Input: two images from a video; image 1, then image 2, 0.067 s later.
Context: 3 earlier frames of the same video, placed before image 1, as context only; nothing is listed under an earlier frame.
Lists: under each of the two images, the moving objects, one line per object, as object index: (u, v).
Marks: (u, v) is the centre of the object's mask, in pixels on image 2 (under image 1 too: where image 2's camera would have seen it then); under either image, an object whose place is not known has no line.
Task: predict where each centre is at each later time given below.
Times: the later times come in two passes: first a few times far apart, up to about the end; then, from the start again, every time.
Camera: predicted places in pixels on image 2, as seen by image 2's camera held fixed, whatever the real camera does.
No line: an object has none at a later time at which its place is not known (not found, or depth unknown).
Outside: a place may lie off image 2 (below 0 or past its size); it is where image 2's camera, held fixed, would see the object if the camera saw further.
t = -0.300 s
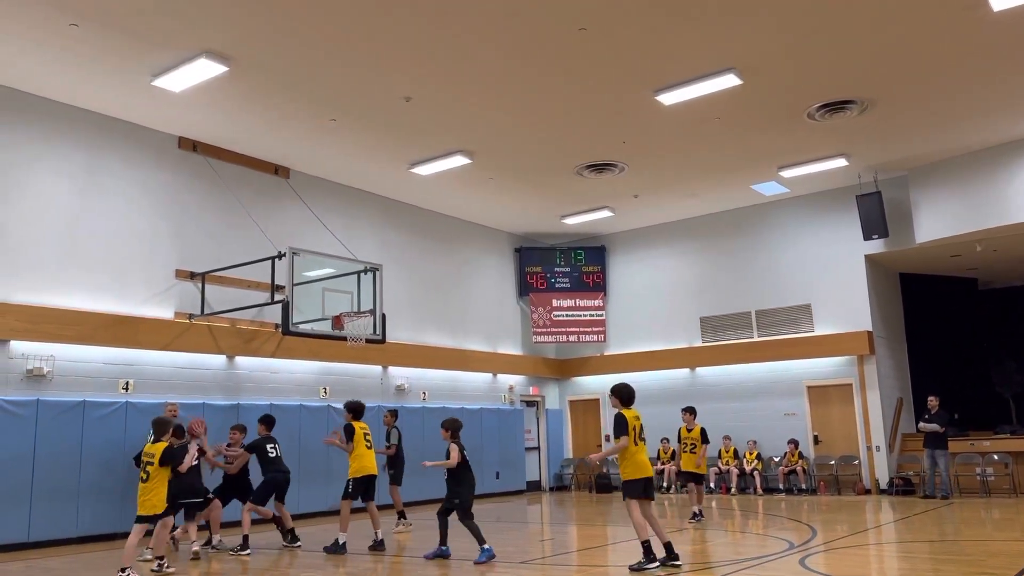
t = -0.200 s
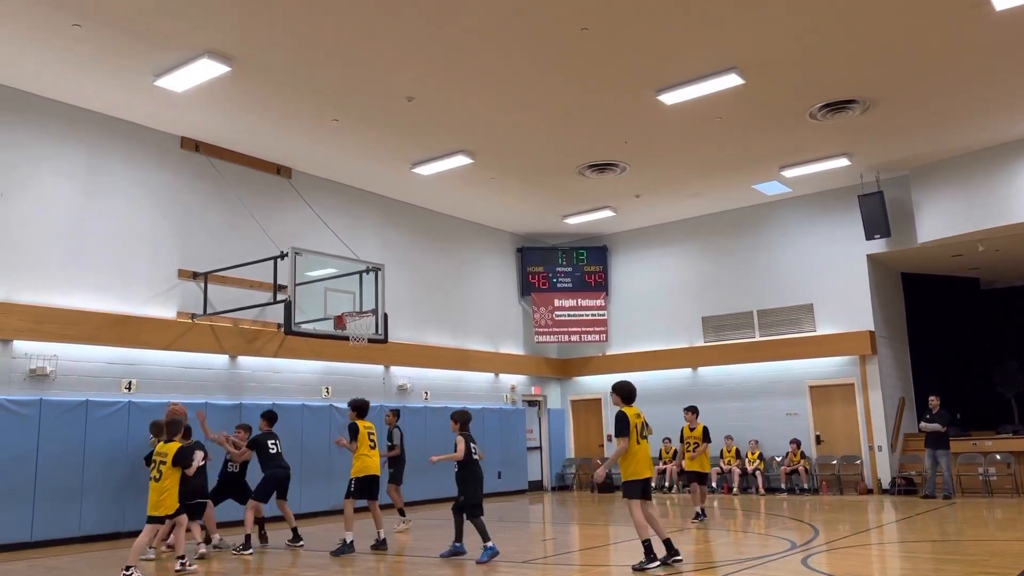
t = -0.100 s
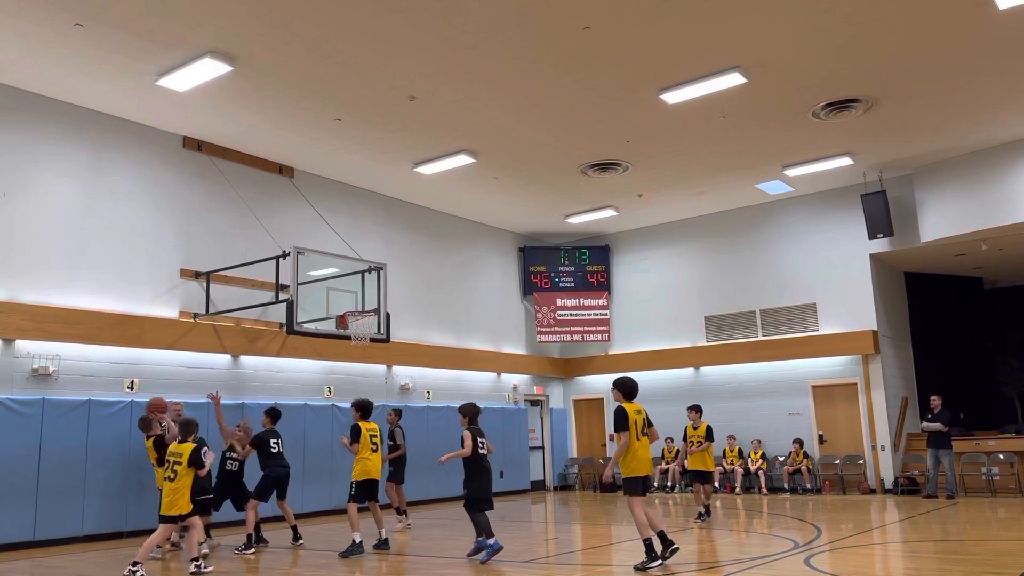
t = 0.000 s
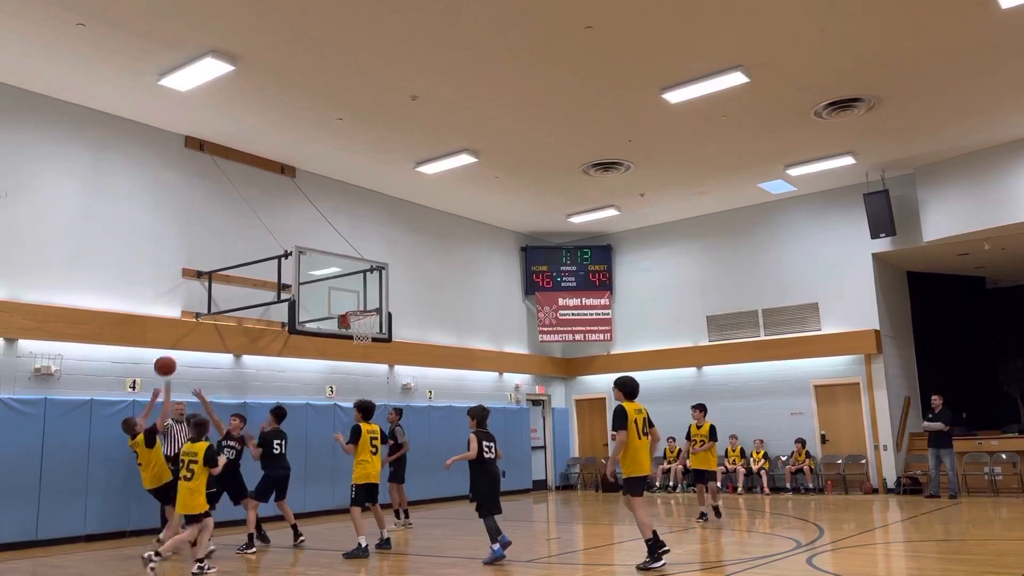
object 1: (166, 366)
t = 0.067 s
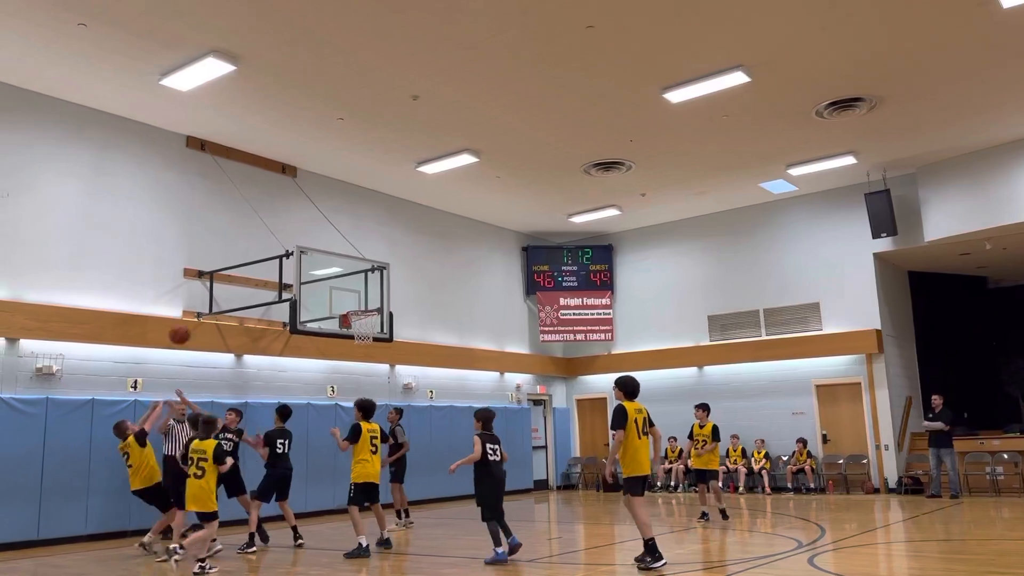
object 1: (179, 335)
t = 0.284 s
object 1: (219, 262)
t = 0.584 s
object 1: (266, 231)
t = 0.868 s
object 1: (306, 260)
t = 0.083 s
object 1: (182, 327)
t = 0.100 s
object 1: (186, 321)
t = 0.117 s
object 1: (189, 313)
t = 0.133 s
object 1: (192, 307)
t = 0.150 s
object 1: (195, 301)
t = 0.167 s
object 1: (198, 296)
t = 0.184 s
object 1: (201, 291)
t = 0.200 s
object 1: (204, 285)
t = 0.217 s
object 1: (207, 281)
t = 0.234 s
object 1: (210, 275)
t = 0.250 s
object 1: (213, 271)
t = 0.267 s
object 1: (216, 266)
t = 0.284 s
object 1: (219, 262)
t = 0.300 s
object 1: (222, 259)
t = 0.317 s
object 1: (225, 256)
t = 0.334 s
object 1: (227, 253)
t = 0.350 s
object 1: (230, 250)
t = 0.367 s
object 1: (233, 247)
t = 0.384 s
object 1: (235, 244)
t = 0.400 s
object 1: (238, 242)
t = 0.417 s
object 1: (241, 240)
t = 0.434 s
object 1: (243, 238)
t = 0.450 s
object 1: (246, 237)
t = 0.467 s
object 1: (248, 235)
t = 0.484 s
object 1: (251, 234)
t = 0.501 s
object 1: (253, 233)
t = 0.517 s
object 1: (256, 232)
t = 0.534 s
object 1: (258, 232)
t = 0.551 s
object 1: (261, 231)
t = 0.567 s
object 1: (264, 231)
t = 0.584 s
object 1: (266, 231)
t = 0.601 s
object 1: (268, 231)
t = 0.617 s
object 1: (271, 232)
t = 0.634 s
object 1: (273, 232)
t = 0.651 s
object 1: (276, 233)
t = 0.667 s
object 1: (278, 234)
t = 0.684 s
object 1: (280, 235)
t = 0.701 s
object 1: (283, 236)
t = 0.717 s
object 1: (285, 238)
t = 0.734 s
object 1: (287, 240)
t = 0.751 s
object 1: (290, 241)
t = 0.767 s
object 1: (292, 243)
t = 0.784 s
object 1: (294, 245)
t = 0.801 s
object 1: (296, 248)
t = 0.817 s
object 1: (299, 250)
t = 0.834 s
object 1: (301, 253)
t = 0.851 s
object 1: (303, 257)
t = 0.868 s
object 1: (306, 260)
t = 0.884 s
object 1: (308, 263)
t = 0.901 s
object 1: (310, 266)
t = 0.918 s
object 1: (312, 270)
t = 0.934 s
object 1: (314, 275)
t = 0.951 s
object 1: (316, 278)
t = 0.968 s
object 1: (318, 283)
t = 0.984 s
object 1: (321, 287)
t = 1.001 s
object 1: (323, 292)
